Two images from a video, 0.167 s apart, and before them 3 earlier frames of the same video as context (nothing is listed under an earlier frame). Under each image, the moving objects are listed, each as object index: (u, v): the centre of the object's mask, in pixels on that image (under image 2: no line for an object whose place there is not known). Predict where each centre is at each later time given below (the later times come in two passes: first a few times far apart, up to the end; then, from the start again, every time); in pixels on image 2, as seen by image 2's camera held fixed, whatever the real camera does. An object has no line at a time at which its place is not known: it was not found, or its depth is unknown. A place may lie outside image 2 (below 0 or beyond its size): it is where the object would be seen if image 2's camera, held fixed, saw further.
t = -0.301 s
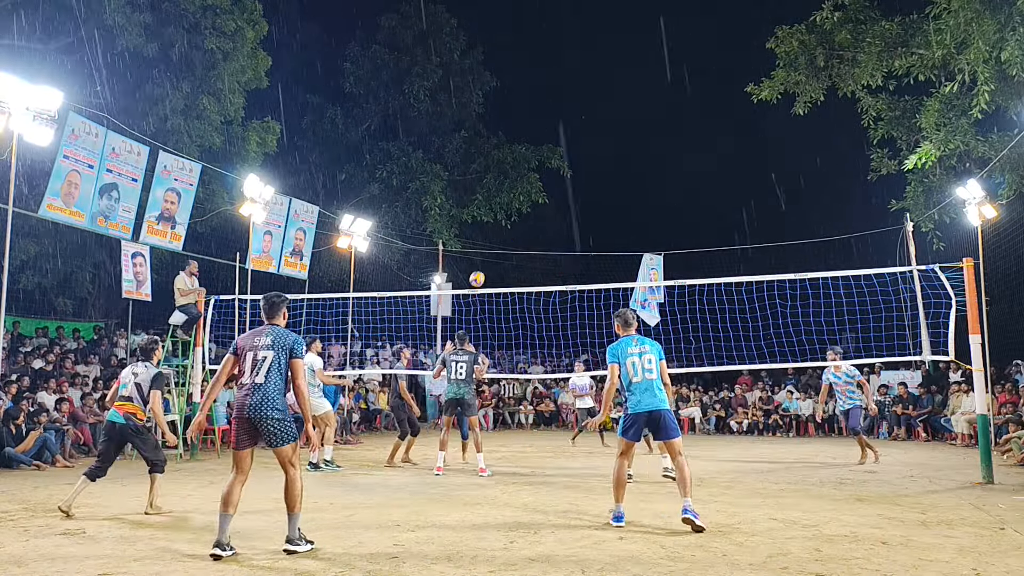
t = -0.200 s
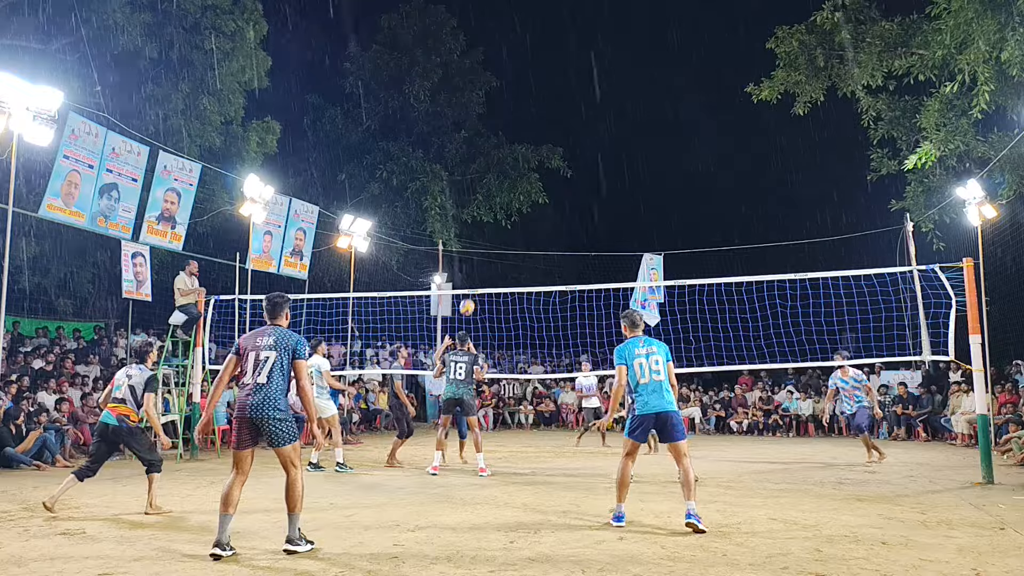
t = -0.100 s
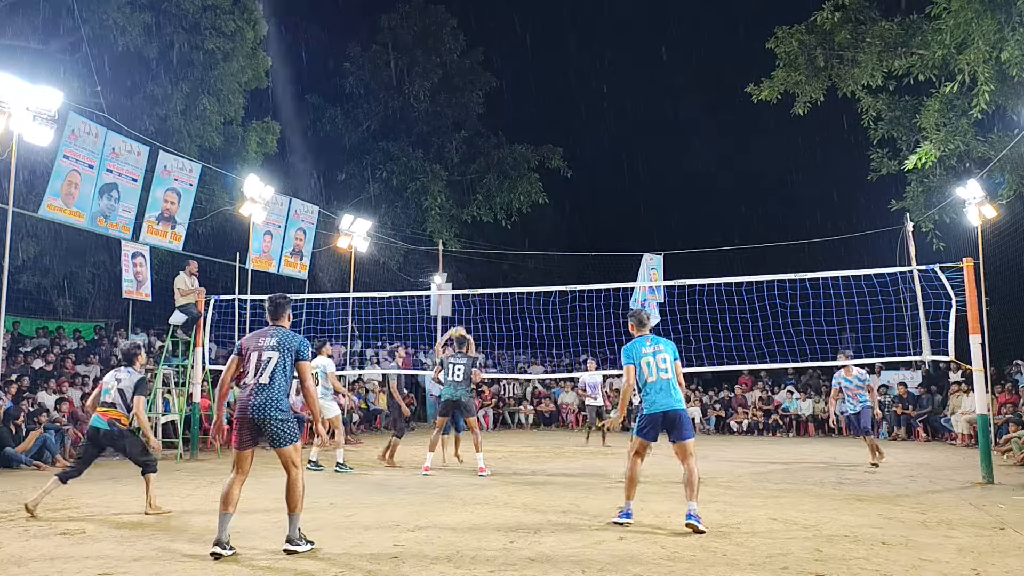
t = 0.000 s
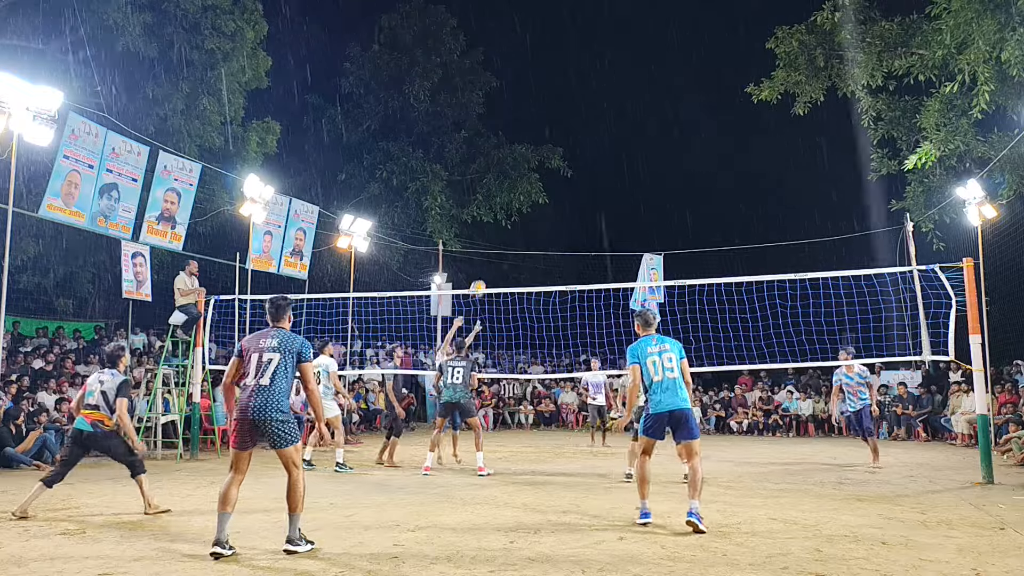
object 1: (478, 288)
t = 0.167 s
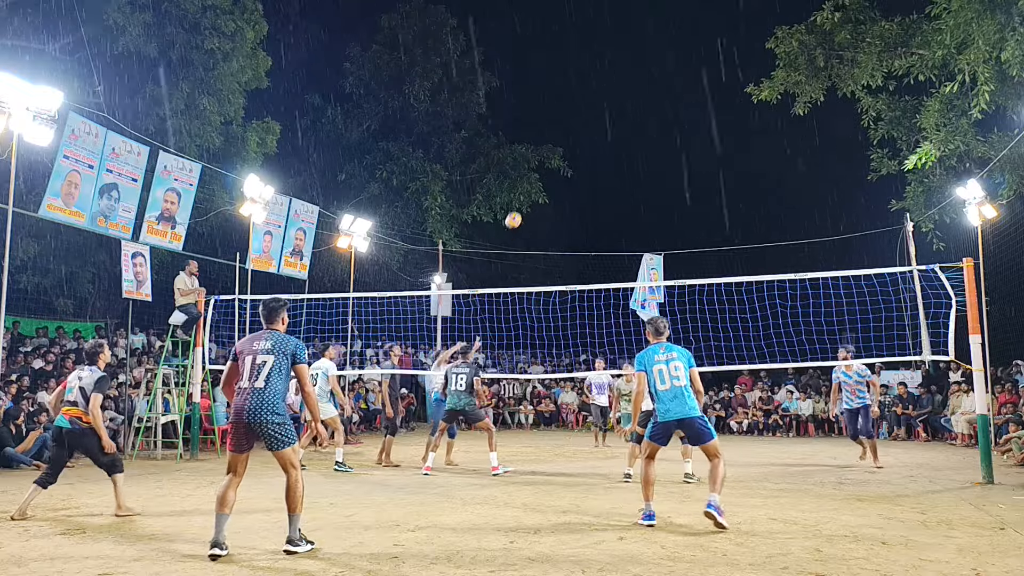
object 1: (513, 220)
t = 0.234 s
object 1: (528, 198)
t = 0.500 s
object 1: (585, 136)
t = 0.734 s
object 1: (635, 119)
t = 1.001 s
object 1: (695, 146)
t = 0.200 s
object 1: (520, 209)
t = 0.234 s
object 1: (528, 198)
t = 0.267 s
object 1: (535, 187)
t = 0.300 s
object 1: (542, 178)
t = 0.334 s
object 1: (549, 170)
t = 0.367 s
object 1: (556, 161)
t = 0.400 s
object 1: (563, 154)
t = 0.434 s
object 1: (570, 147)
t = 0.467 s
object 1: (578, 141)
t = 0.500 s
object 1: (585, 136)
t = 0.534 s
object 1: (592, 131)
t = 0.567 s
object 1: (599, 127)
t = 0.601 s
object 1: (606, 124)
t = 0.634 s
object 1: (614, 122)
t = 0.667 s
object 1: (621, 120)
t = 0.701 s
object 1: (628, 119)
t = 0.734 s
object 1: (635, 119)
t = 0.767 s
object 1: (643, 120)
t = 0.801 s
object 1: (650, 121)
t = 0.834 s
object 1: (658, 123)
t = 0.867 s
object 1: (665, 126)
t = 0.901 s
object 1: (673, 130)
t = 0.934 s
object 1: (680, 134)
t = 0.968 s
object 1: (688, 140)
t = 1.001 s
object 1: (695, 146)
